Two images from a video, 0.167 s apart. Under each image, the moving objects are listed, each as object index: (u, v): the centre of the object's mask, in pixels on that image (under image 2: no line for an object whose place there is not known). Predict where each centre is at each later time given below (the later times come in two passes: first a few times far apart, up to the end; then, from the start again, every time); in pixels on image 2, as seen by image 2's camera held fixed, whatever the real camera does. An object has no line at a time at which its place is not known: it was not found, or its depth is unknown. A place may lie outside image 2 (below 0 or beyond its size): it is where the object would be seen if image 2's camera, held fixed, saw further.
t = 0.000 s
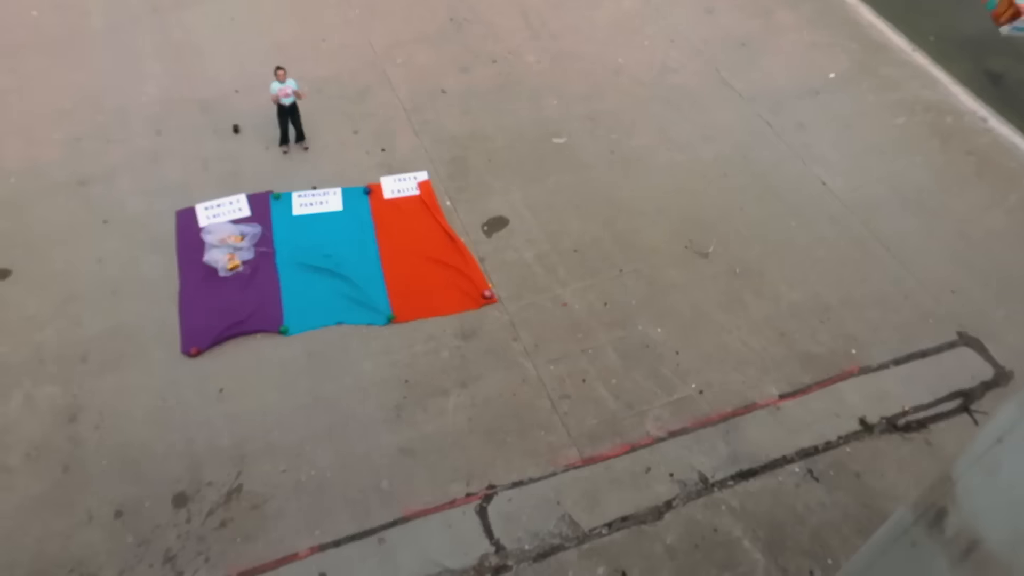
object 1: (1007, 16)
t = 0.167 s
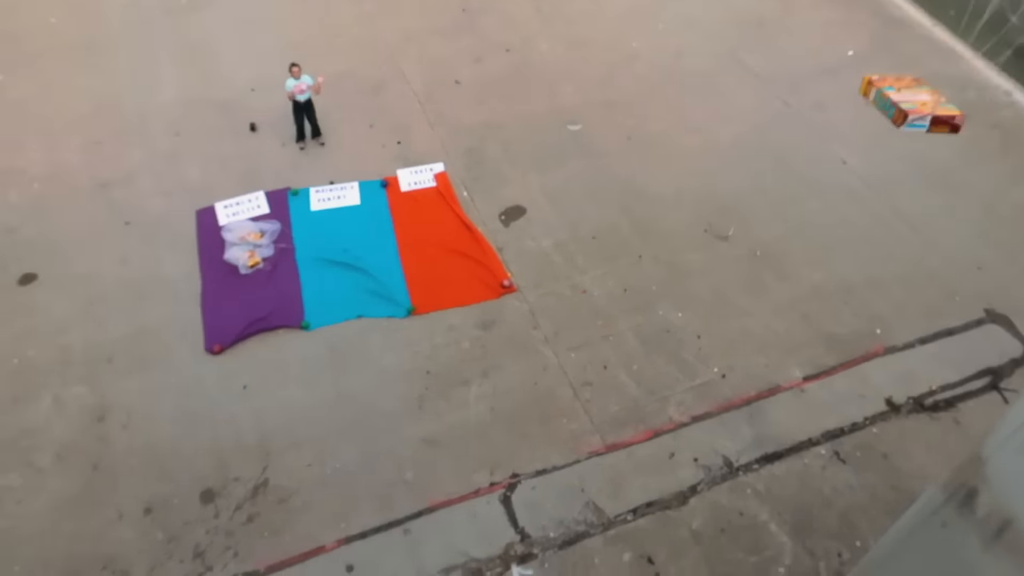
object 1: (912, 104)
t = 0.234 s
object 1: (874, 149)
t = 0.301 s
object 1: (842, 191)
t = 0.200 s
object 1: (893, 129)
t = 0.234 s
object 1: (874, 149)
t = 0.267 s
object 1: (860, 169)
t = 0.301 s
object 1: (842, 191)
